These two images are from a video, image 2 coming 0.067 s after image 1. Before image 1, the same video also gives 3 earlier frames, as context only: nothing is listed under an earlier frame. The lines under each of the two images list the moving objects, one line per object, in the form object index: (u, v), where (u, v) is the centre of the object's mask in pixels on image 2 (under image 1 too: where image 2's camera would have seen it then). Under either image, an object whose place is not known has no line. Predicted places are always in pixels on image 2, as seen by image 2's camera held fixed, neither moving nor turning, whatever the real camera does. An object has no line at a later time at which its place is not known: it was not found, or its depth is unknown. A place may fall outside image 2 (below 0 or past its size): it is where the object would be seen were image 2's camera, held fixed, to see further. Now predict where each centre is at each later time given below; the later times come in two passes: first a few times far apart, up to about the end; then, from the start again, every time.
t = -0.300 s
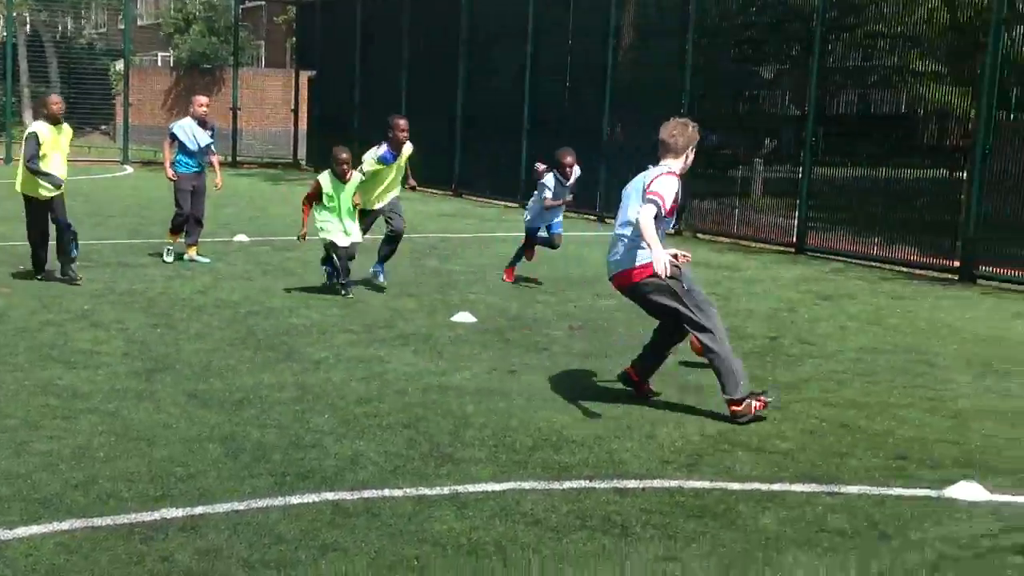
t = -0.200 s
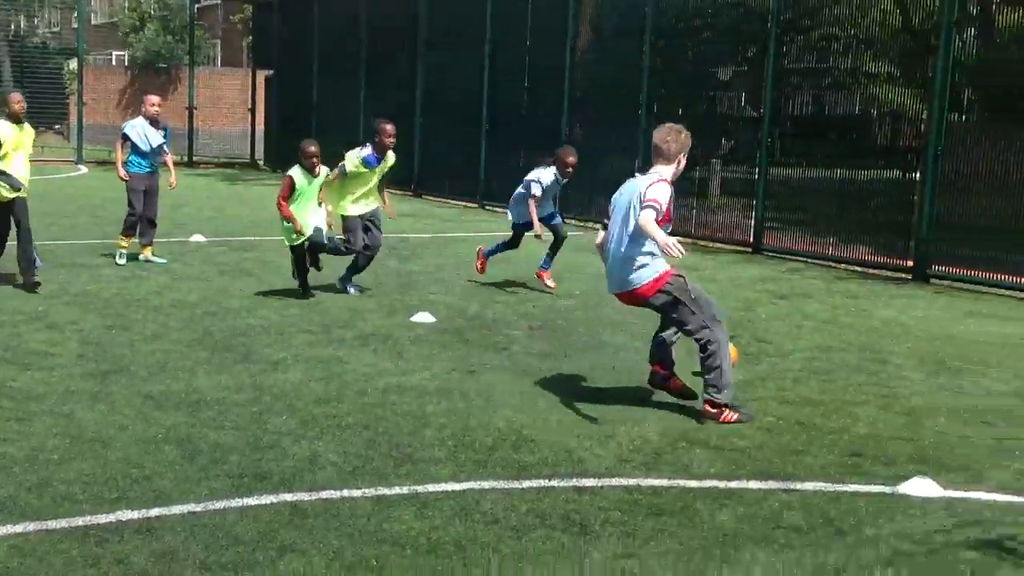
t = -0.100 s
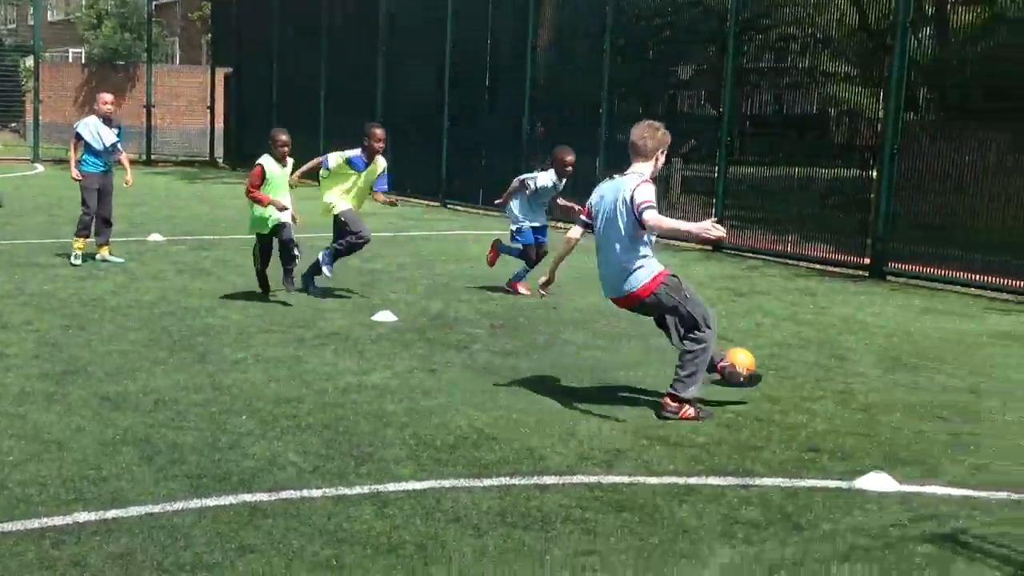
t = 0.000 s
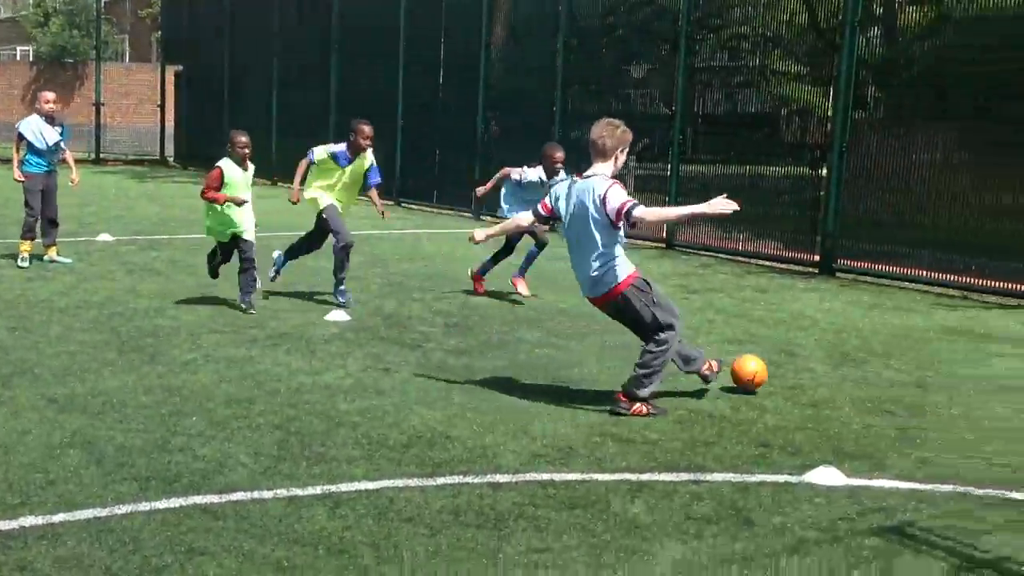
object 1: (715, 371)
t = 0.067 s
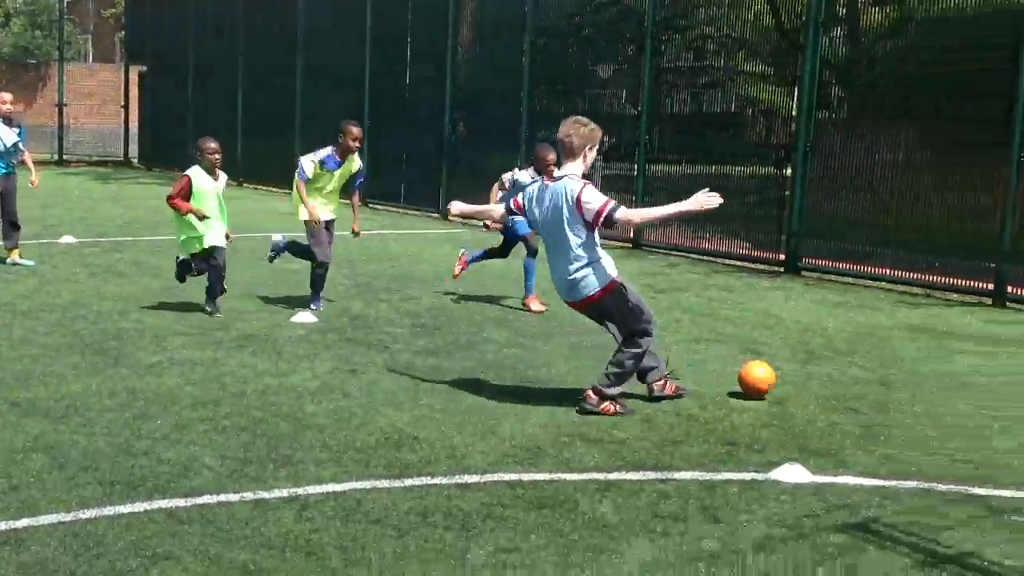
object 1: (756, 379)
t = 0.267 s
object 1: (888, 399)
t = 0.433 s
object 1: (1009, 418)
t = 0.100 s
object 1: (777, 380)
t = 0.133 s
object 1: (798, 382)
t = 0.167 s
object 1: (820, 387)
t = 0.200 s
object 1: (842, 394)
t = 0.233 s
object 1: (865, 398)
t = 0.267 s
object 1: (888, 399)
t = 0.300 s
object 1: (911, 401)
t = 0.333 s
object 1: (935, 406)
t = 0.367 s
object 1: (960, 413)
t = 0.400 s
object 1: (985, 417)
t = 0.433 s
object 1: (1009, 418)
